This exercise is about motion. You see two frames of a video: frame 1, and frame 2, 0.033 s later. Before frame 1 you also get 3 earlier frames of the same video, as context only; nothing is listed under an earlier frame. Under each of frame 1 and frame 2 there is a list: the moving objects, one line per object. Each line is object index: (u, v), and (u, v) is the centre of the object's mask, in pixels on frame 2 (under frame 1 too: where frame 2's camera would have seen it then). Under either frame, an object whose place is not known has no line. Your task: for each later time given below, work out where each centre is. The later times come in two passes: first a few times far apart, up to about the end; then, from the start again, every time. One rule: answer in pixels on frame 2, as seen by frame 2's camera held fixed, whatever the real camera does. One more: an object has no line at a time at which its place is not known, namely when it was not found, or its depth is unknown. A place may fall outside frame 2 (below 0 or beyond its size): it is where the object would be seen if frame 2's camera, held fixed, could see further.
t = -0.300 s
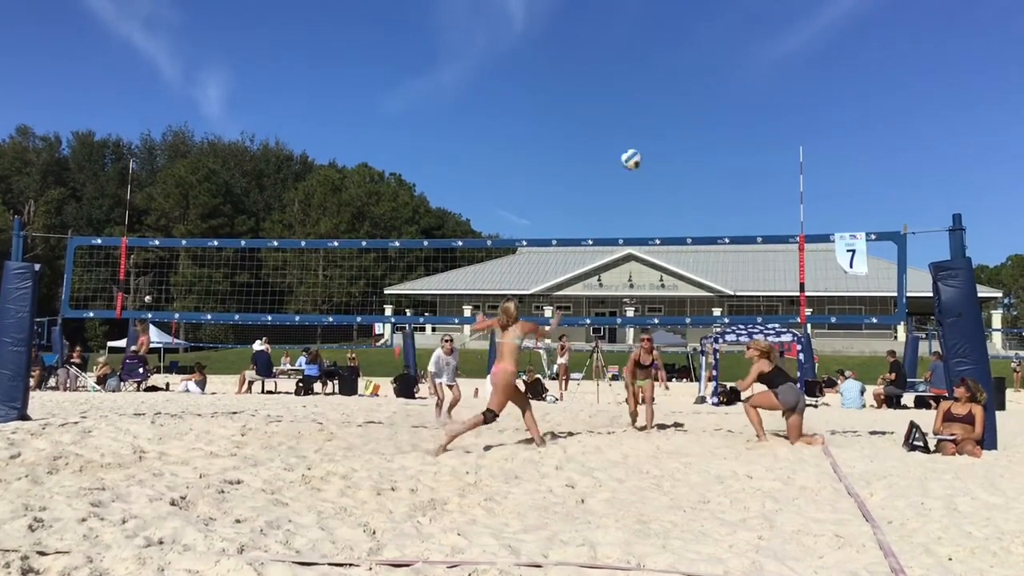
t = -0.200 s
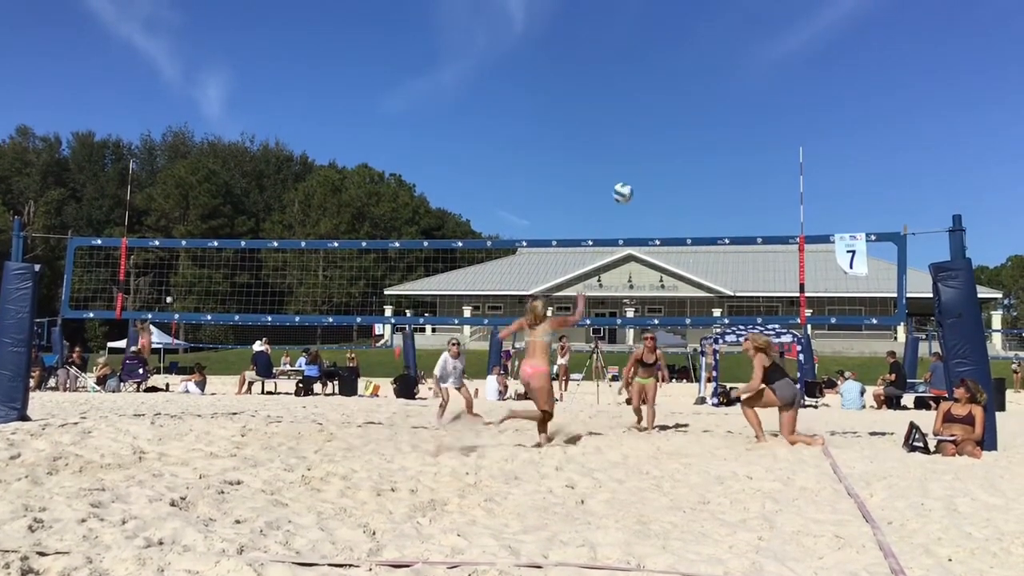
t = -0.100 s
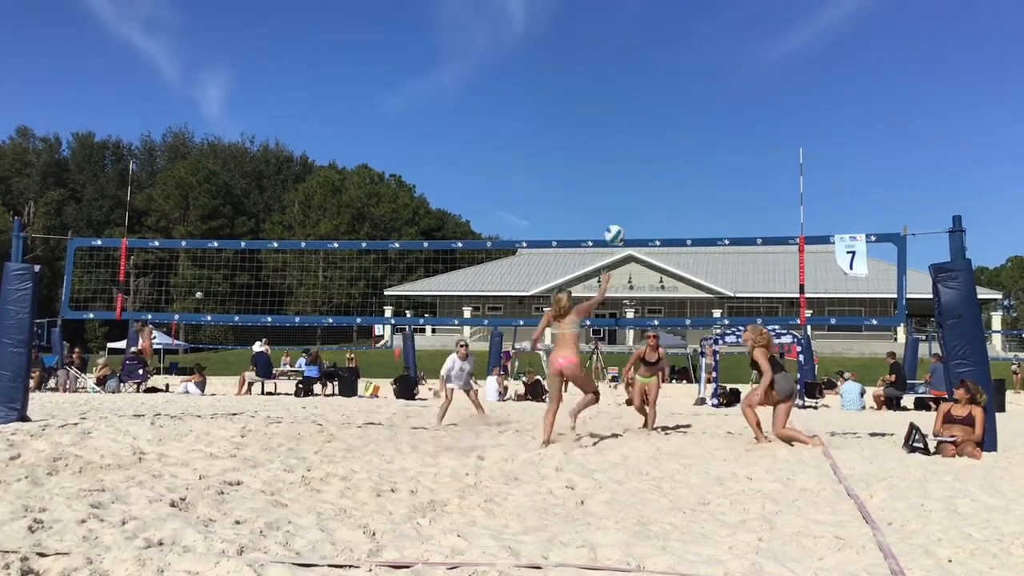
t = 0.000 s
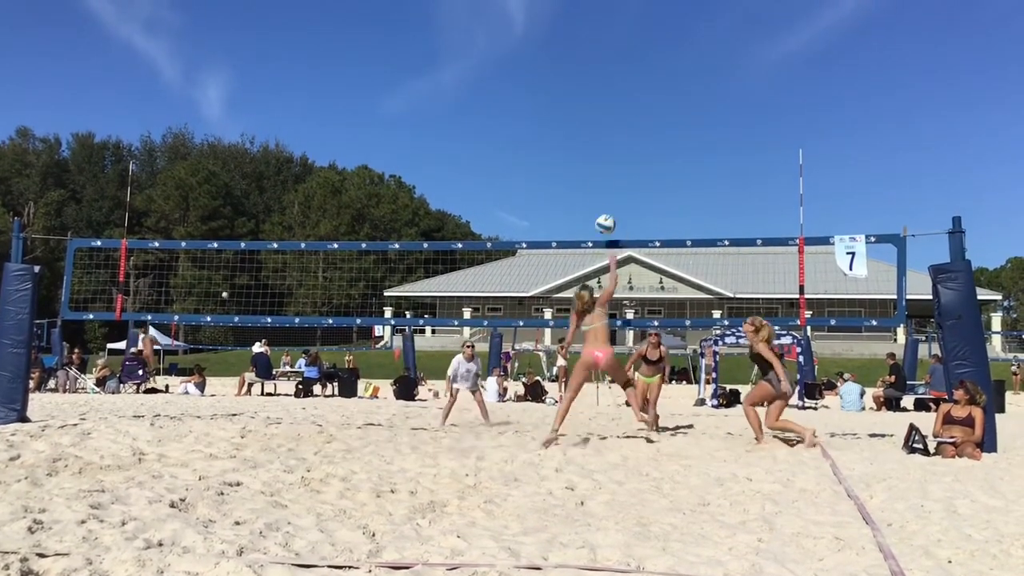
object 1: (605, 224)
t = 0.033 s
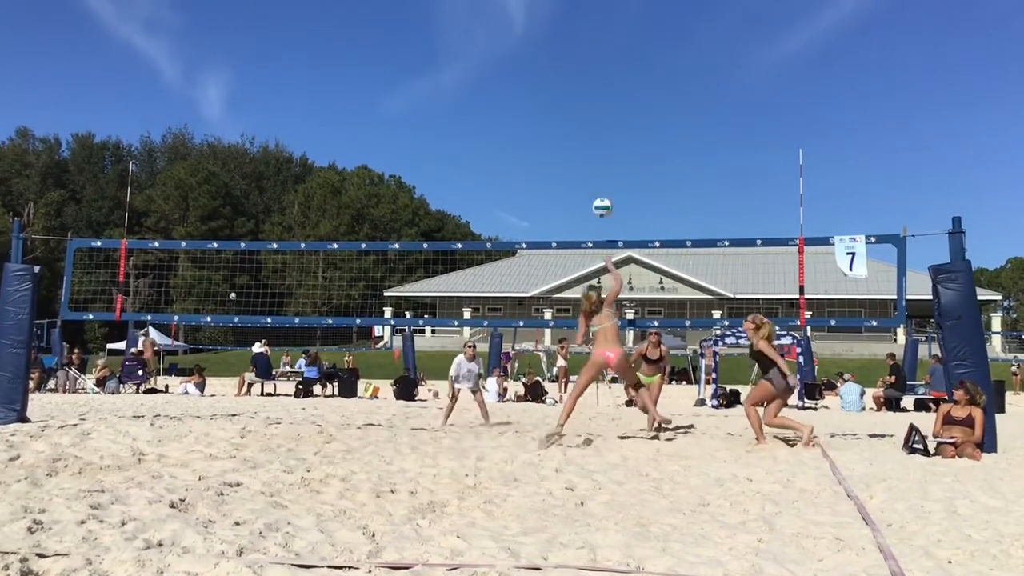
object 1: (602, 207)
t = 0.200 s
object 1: (586, 138)
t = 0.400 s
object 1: (566, 90)
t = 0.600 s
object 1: (547, 75)
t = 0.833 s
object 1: (525, 99)
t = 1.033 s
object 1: (507, 152)
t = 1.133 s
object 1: (499, 190)
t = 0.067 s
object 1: (599, 191)
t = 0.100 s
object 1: (595, 176)
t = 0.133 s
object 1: (592, 162)
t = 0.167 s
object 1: (589, 150)
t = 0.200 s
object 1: (586, 138)
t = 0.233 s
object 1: (583, 128)
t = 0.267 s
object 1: (580, 118)
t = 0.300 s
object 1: (576, 109)
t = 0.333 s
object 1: (573, 102)
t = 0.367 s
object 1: (570, 96)
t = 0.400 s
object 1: (566, 90)
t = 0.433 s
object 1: (563, 85)
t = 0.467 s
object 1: (560, 81)
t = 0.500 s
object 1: (557, 78)
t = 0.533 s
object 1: (554, 76)
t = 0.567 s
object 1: (551, 75)
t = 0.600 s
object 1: (547, 75)
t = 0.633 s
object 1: (544, 76)
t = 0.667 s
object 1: (541, 77)
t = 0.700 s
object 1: (538, 80)
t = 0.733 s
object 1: (535, 84)
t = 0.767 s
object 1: (532, 88)
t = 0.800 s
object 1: (529, 93)
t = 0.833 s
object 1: (525, 99)
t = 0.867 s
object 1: (522, 106)
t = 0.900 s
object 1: (519, 114)
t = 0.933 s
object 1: (516, 122)
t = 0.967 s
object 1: (513, 131)
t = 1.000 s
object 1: (510, 141)
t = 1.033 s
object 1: (507, 152)
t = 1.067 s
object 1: (504, 164)
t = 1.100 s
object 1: (501, 176)
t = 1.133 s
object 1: (499, 190)
